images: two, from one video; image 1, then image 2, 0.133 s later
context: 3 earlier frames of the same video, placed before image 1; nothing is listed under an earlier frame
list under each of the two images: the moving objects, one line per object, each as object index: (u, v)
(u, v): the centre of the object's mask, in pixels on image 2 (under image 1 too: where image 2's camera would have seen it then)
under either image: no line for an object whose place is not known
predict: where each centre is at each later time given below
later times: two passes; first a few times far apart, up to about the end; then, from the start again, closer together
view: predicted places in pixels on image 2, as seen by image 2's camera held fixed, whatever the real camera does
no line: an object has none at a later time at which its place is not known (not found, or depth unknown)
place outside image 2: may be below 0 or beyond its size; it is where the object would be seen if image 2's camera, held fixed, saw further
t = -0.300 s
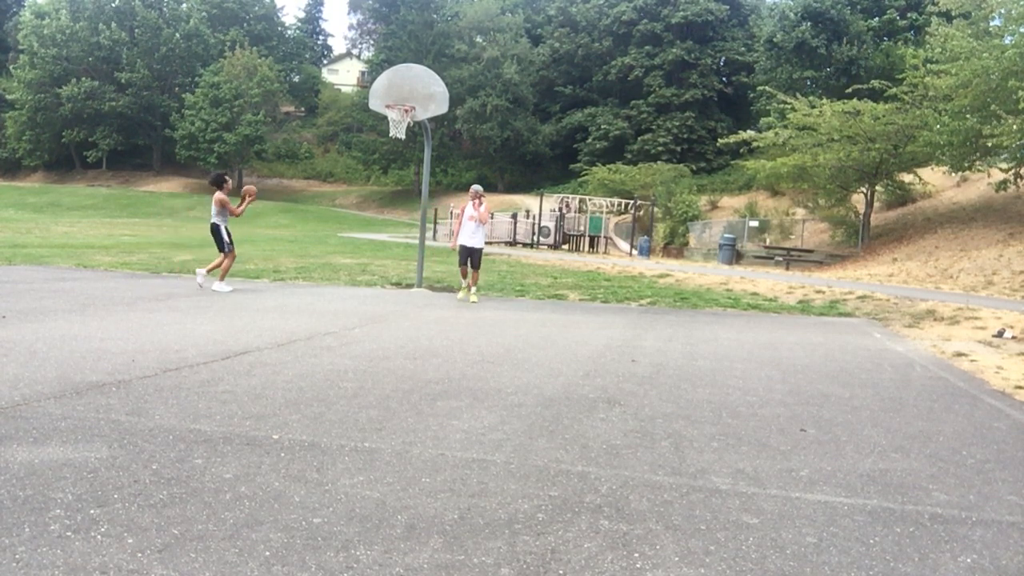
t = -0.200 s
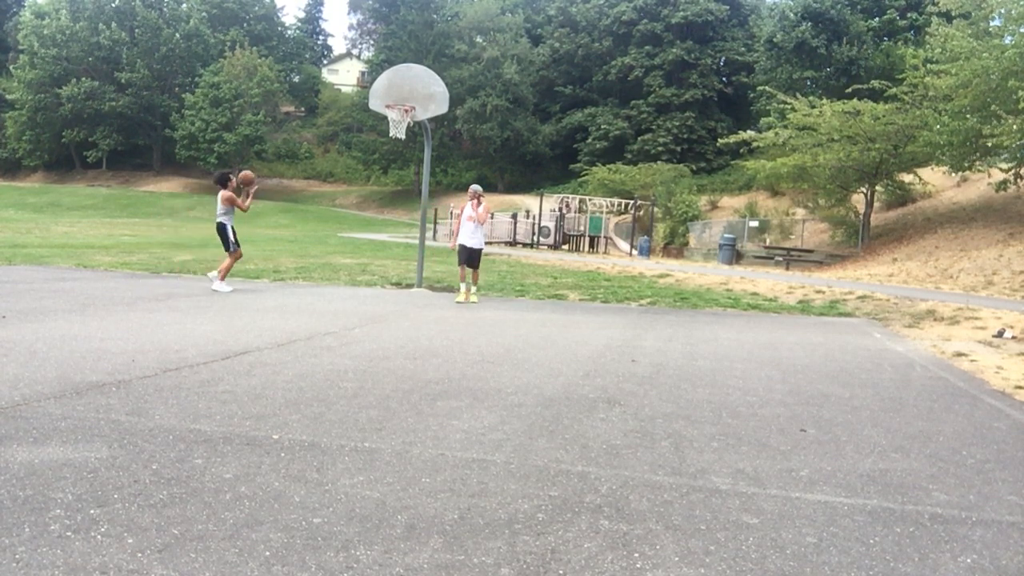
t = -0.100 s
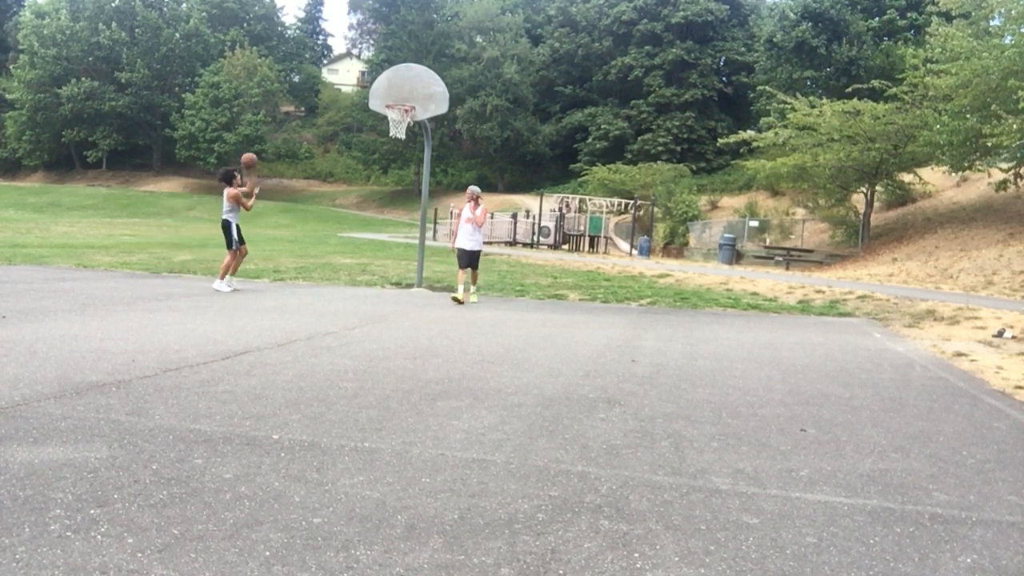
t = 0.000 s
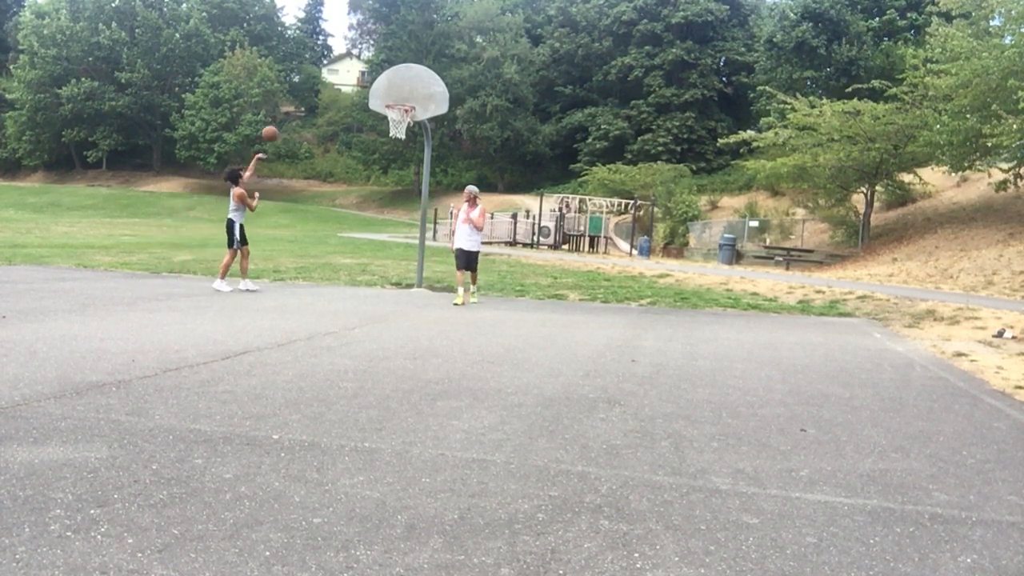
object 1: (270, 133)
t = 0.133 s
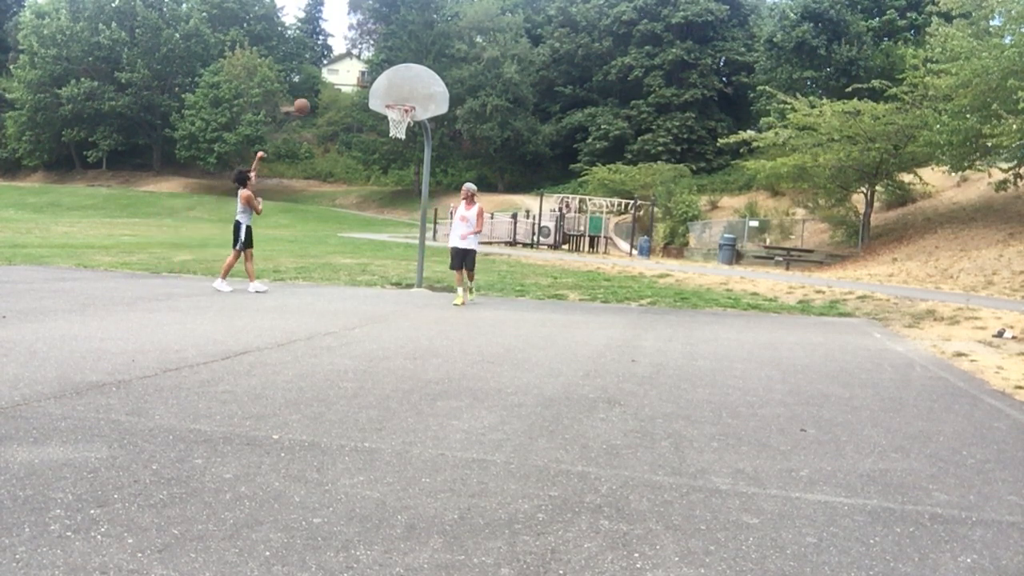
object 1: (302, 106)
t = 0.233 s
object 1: (323, 94)
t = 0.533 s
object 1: (384, 94)
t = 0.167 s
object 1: (309, 101)
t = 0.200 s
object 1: (316, 97)
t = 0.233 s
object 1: (323, 94)
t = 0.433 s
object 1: (365, 87)
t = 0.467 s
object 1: (371, 89)
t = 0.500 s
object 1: (378, 91)
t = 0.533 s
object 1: (384, 94)
